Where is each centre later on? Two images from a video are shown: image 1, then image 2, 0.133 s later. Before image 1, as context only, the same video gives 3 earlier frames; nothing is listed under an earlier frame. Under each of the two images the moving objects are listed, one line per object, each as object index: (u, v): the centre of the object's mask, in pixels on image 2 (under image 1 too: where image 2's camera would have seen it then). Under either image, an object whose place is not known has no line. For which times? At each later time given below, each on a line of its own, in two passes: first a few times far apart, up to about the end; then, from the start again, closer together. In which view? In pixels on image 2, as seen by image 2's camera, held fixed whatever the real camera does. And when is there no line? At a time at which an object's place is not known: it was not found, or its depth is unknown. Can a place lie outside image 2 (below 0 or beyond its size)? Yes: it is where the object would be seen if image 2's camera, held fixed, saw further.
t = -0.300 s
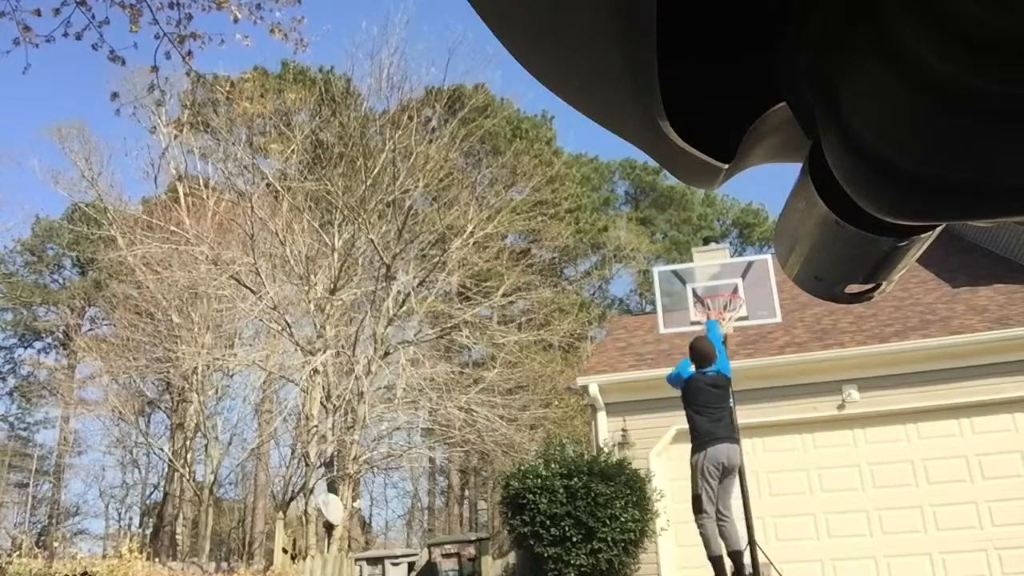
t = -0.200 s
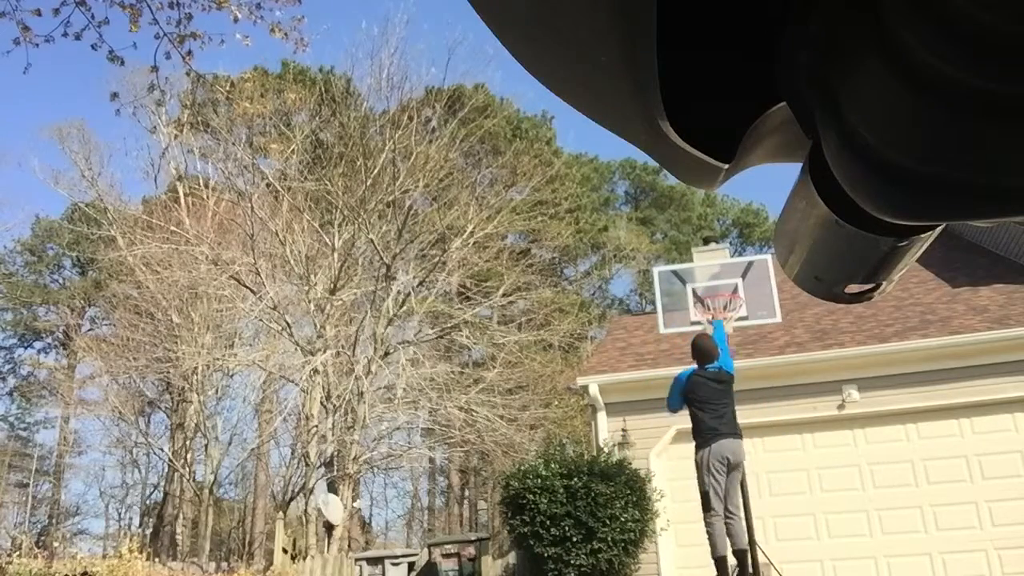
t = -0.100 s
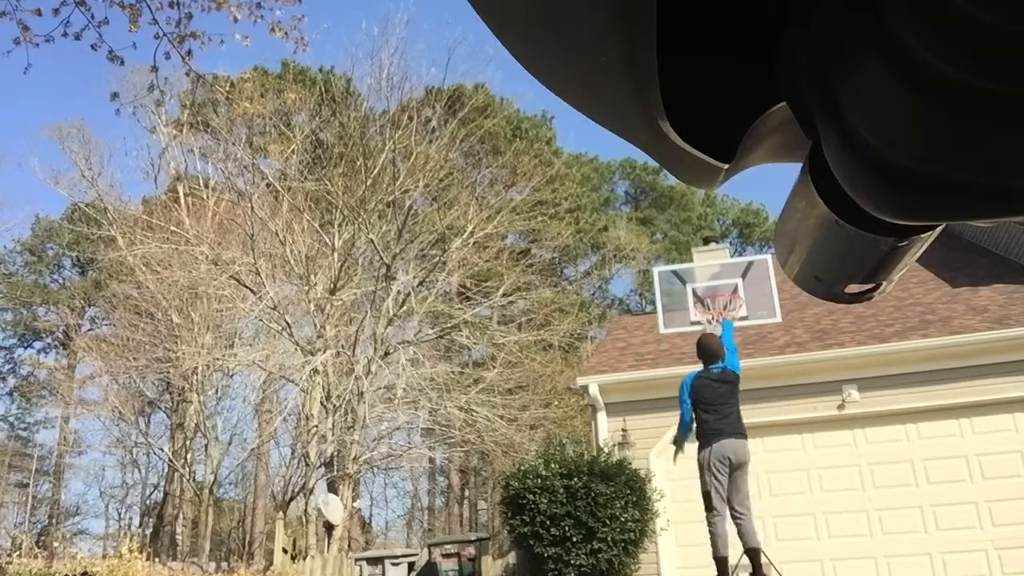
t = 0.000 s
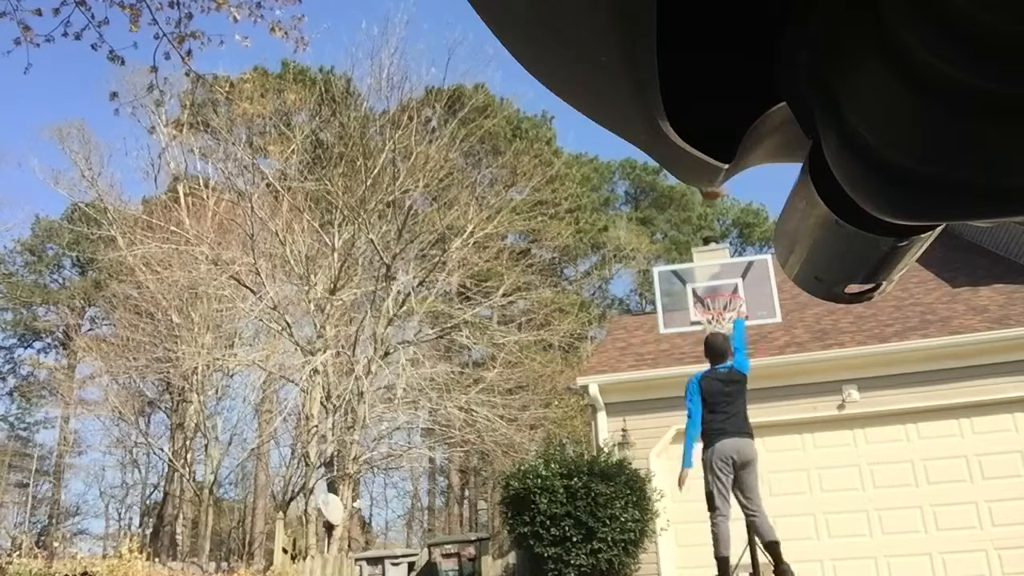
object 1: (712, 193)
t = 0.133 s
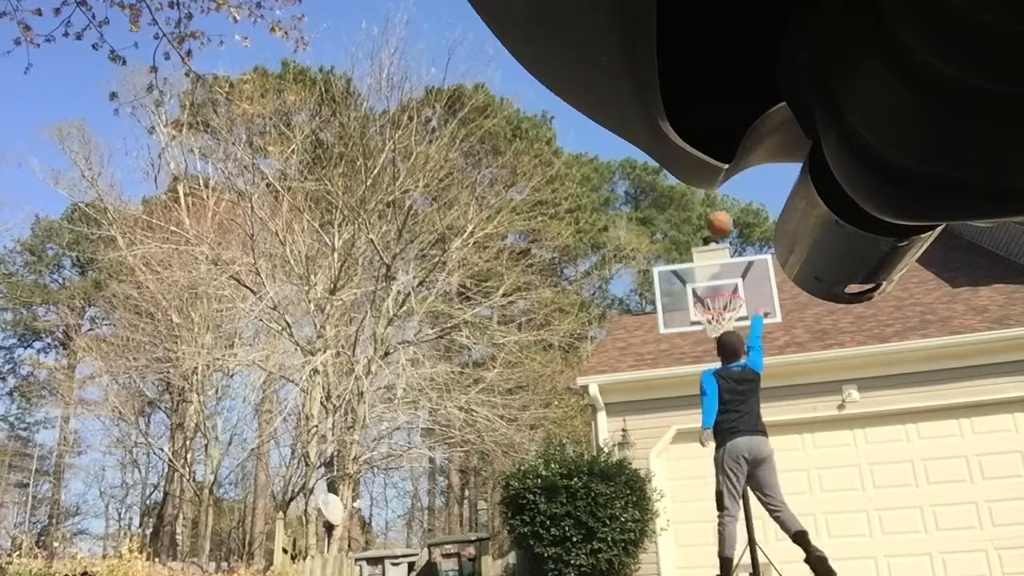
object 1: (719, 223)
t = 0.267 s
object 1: (729, 273)
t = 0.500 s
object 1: (708, 328)
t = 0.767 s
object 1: (711, 326)
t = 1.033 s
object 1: (728, 336)
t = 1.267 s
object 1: (729, 383)
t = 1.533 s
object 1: (740, 505)
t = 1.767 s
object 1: (736, 540)
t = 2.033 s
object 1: (714, 471)
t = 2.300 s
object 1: (701, 475)
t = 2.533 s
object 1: (698, 536)
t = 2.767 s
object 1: (691, 559)
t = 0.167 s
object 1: (725, 234)
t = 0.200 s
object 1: (725, 246)
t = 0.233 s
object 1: (726, 260)
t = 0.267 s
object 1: (729, 273)
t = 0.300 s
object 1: (731, 286)
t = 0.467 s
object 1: (716, 324)
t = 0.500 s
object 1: (708, 328)
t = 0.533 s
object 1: (703, 329)
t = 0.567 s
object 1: (702, 328)
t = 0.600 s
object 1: (702, 327)
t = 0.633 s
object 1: (703, 327)
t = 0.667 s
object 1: (706, 326)
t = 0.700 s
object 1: (706, 325)
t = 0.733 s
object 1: (708, 325)
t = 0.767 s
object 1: (711, 326)
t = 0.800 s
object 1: (714, 327)
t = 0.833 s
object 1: (717, 328)
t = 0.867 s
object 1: (720, 329)
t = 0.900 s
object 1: (723, 332)
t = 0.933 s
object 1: (725, 334)
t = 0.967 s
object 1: (725, 335)
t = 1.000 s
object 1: (728, 335)
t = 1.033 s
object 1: (728, 336)
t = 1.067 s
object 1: (727, 338)
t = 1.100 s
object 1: (727, 342)
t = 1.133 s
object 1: (728, 349)
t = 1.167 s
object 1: (728, 357)
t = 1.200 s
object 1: (728, 364)
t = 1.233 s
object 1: (727, 374)
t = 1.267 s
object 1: (729, 383)
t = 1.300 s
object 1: (730, 395)
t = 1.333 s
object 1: (731, 407)
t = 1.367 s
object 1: (732, 421)
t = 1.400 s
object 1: (732, 435)
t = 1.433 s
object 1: (735, 451)
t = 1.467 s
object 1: (736, 468)
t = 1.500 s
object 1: (738, 486)
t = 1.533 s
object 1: (740, 505)
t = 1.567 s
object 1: (742, 526)
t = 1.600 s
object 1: (744, 548)
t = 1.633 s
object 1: (747, 568)
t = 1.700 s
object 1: (743, 567)
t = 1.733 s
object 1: (740, 554)
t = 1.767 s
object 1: (736, 540)
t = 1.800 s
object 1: (733, 527)
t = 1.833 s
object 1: (729, 515)
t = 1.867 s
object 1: (727, 505)
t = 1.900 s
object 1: (724, 496)
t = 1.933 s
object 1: (721, 488)
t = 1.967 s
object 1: (719, 481)
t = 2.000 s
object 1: (716, 475)
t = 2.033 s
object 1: (714, 471)
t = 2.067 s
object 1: (712, 468)
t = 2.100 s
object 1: (710, 466)
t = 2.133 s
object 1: (708, 465)
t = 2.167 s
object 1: (707, 465)
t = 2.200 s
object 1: (705, 466)
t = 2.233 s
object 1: (704, 468)
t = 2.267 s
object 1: (703, 471)
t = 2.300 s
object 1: (701, 475)
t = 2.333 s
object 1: (701, 481)
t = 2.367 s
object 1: (700, 487)
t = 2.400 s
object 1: (699, 495)
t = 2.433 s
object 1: (699, 504)
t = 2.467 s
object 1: (699, 513)
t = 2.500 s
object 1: (698, 524)
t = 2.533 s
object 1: (698, 536)
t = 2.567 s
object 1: (698, 550)
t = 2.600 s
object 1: (698, 564)
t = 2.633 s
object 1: (697, 572)
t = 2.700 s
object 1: (694, 571)
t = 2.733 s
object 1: (693, 566)
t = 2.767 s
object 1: (691, 559)
